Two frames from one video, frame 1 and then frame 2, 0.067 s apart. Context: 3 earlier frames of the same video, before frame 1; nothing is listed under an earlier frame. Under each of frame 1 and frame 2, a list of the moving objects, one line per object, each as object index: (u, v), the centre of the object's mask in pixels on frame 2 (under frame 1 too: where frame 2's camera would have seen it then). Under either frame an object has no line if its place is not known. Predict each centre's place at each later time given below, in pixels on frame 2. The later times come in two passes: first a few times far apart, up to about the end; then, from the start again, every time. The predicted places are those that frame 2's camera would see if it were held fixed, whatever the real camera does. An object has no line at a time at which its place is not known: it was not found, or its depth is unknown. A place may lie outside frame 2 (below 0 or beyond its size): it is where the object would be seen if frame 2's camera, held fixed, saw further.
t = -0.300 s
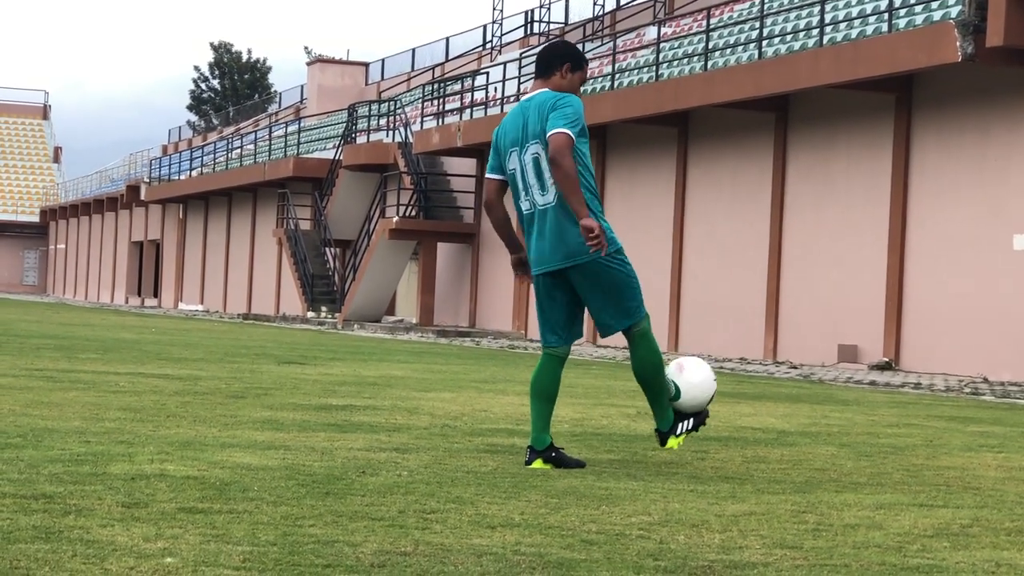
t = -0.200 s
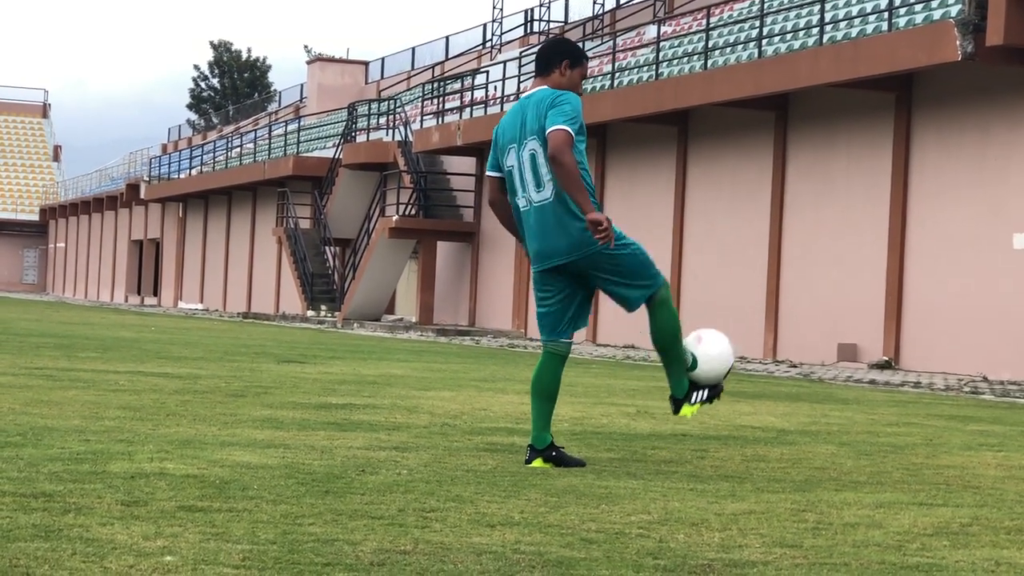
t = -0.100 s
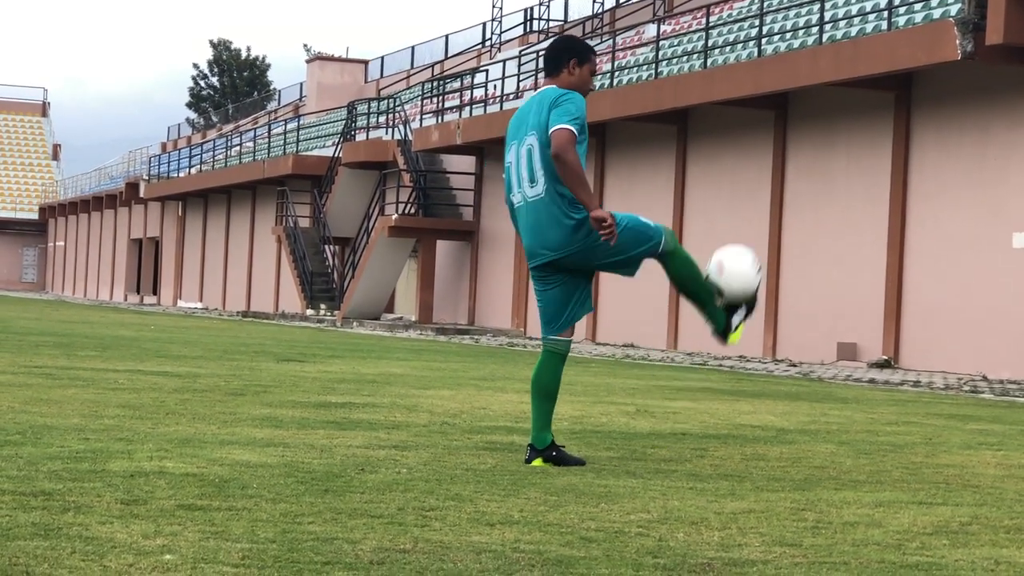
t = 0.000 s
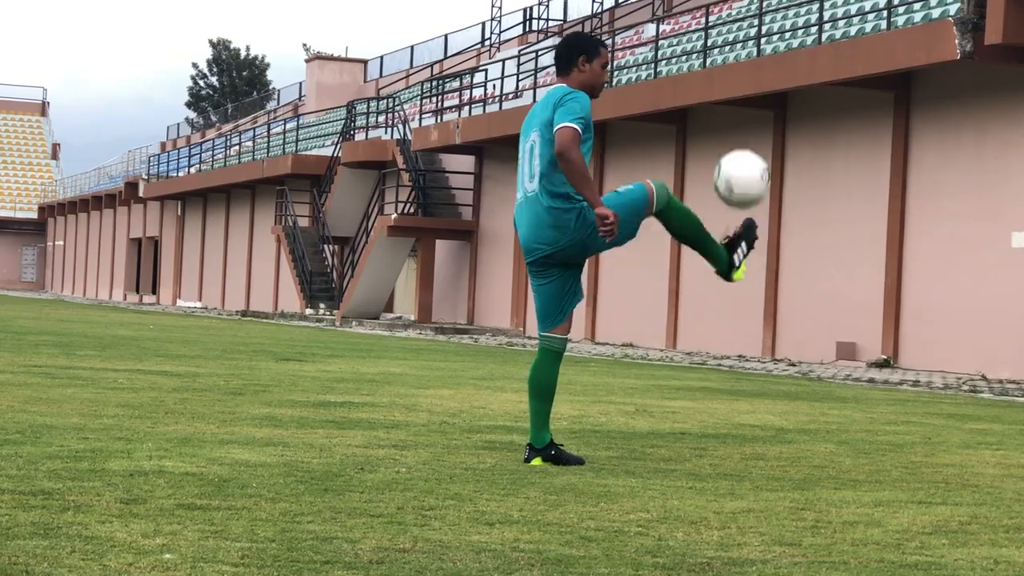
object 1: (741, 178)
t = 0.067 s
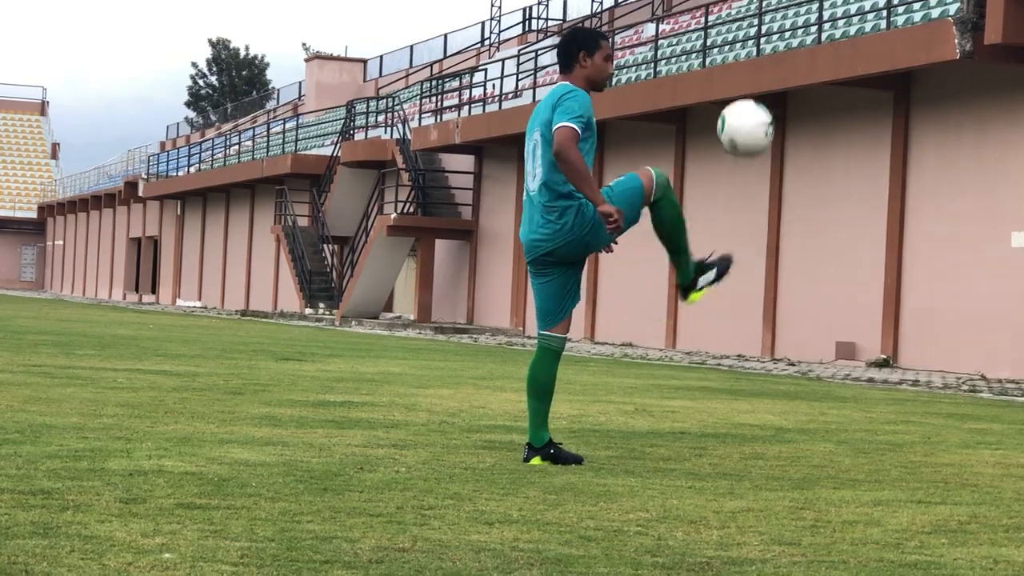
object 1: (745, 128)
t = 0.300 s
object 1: (754, 38)
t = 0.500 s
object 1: (756, 73)
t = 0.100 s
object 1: (747, 106)
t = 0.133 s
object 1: (748, 89)
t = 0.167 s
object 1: (750, 73)
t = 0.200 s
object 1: (751, 60)
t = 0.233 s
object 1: (752, 49)
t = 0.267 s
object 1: (753, 42)
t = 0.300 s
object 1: (754, 38)
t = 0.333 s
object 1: (754, 36)
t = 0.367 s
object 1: (755, 38)
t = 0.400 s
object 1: (755, 42)
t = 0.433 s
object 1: (755, 49)
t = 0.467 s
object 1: (755, 59)
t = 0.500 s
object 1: (756, 73)
